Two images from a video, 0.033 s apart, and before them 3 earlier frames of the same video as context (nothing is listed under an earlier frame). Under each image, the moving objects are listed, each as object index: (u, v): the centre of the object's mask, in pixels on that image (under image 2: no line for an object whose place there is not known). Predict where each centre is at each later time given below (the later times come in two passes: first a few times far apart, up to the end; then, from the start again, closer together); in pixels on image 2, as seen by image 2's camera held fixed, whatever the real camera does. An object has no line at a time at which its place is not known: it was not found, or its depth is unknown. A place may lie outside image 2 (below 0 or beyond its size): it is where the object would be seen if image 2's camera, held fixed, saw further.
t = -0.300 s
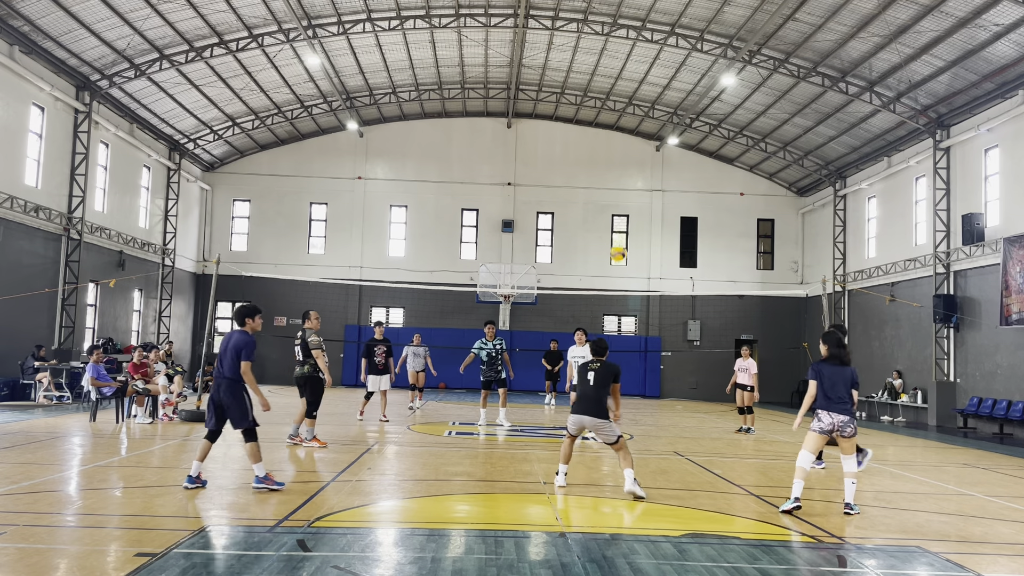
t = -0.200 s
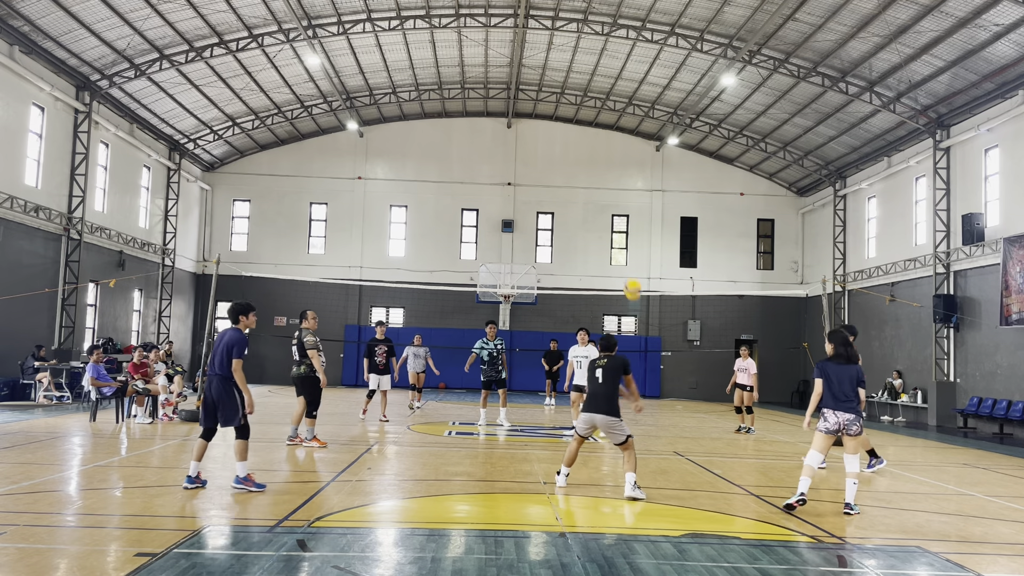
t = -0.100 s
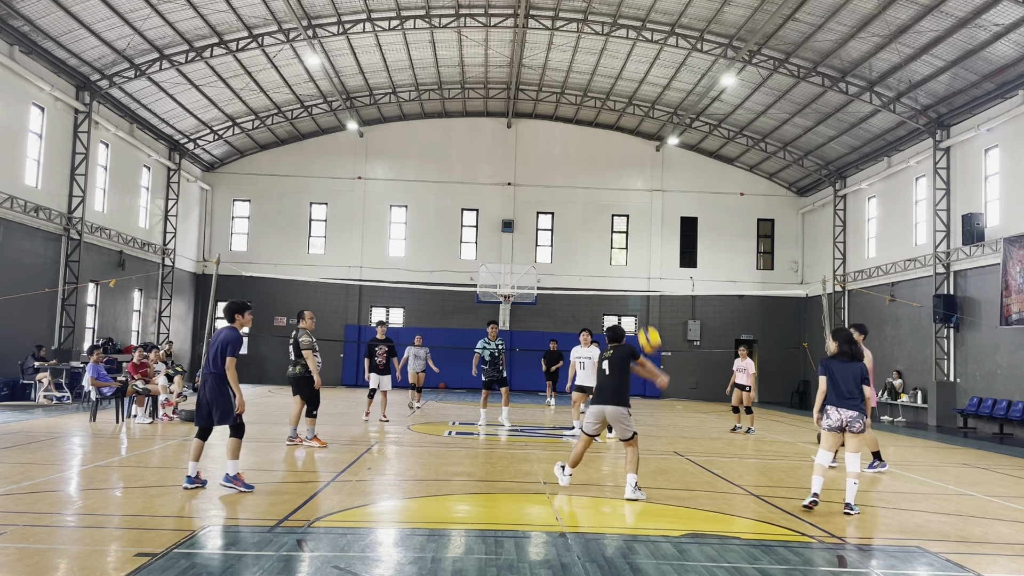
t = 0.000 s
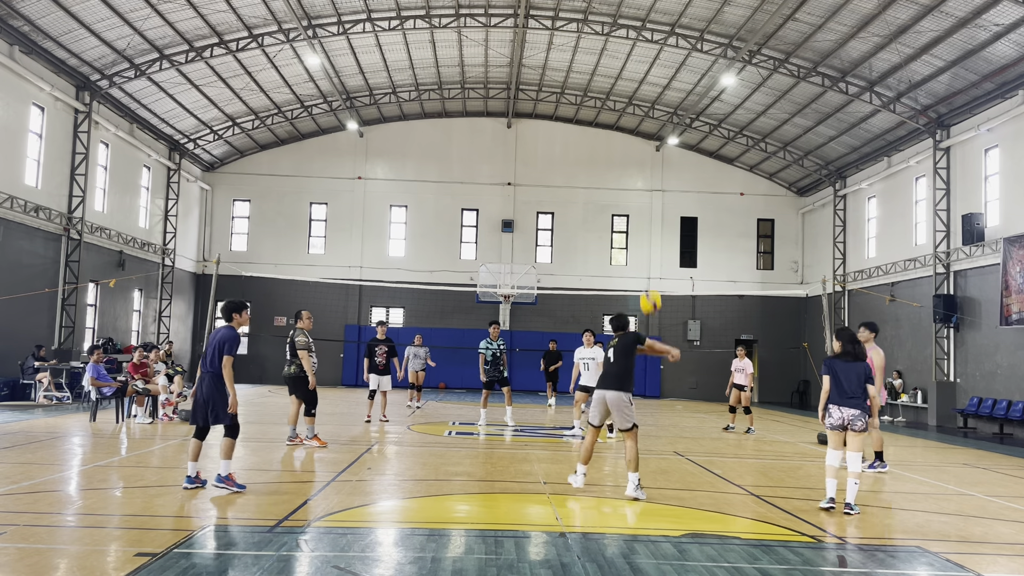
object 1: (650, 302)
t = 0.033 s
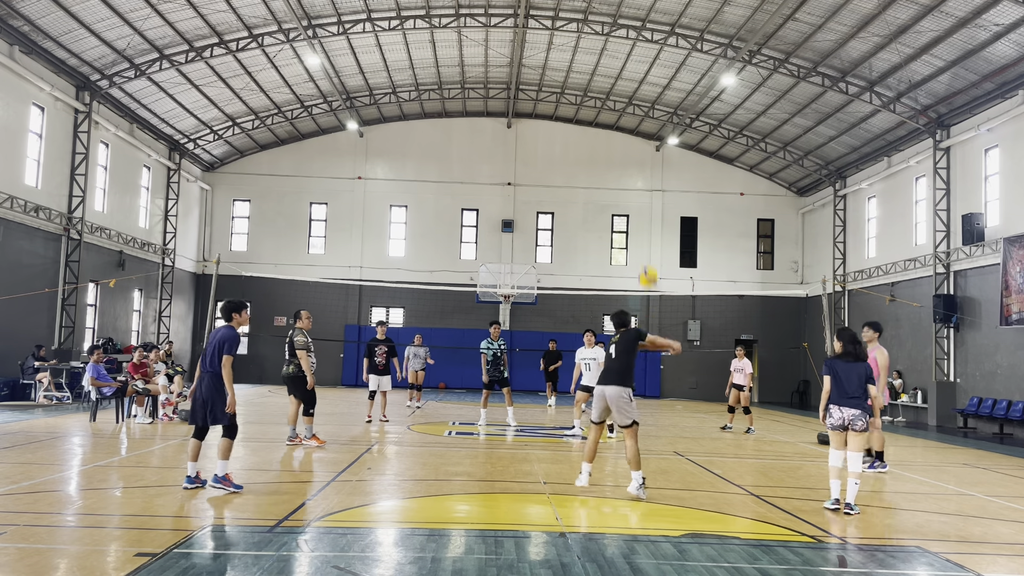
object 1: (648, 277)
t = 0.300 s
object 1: (631, 145)
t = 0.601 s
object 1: (611, 90)
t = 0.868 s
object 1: (593, 106)
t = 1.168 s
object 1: (574, 184)
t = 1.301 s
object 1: (566, 235)
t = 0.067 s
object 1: (646, 255)
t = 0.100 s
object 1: (644, 234)
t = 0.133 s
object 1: (642, 216)
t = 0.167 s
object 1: (640, 199)
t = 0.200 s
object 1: (638, 183)
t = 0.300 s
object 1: (631, 145)
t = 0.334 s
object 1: (628, 134)
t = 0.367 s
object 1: (626, 125)
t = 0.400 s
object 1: (624, 117)
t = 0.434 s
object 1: (622, 110)
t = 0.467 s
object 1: (620, 104)
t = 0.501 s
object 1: (617, 99)
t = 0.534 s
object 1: (615, 95)
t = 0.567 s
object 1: (613, 92)
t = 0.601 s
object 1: (611, 90)
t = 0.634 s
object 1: (609, 89)
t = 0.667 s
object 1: (606, 89)
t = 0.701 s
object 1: (604, 89)
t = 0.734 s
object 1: (602, 91)
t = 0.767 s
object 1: (600, 94)
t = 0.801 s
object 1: (598, 97)
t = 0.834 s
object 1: (595, 101)
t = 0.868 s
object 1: (593, 106)
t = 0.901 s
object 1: (591, 112)
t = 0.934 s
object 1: (589, 118)
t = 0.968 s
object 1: (587, 125)
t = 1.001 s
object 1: (584, 133)
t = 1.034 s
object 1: (582, 142)
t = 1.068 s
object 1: (580, 151)
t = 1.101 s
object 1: (578, 161)
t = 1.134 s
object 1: (576, 172)
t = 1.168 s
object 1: (574, 184)
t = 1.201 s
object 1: (572, 196)
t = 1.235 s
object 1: (570, 208)
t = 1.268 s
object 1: (568, 221)
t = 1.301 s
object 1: (566, 235)
